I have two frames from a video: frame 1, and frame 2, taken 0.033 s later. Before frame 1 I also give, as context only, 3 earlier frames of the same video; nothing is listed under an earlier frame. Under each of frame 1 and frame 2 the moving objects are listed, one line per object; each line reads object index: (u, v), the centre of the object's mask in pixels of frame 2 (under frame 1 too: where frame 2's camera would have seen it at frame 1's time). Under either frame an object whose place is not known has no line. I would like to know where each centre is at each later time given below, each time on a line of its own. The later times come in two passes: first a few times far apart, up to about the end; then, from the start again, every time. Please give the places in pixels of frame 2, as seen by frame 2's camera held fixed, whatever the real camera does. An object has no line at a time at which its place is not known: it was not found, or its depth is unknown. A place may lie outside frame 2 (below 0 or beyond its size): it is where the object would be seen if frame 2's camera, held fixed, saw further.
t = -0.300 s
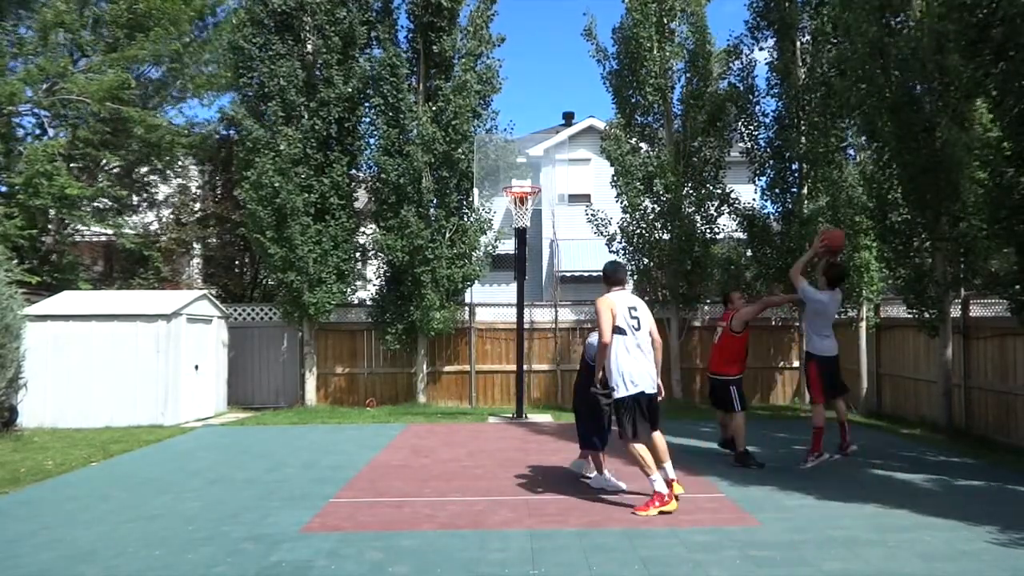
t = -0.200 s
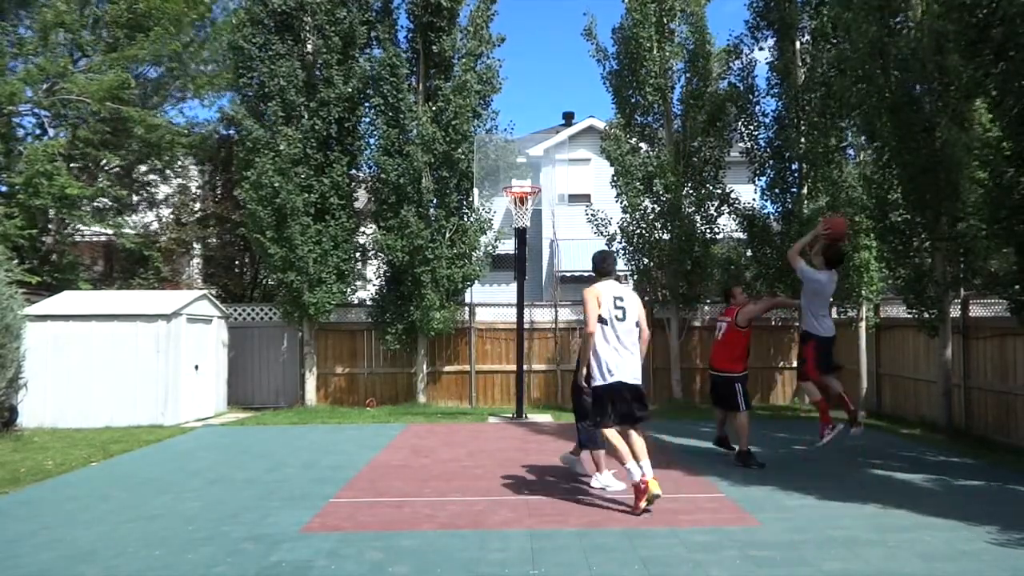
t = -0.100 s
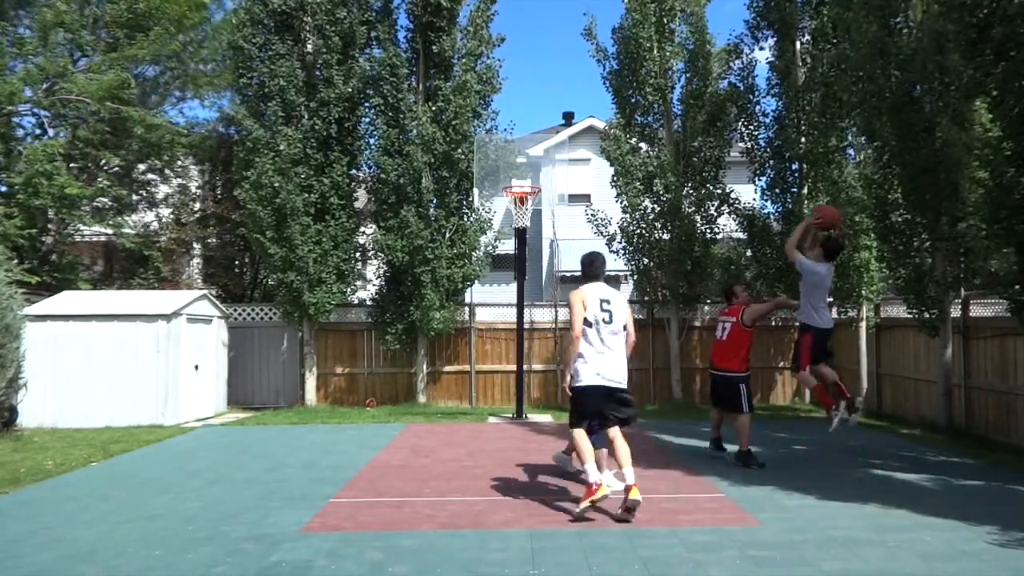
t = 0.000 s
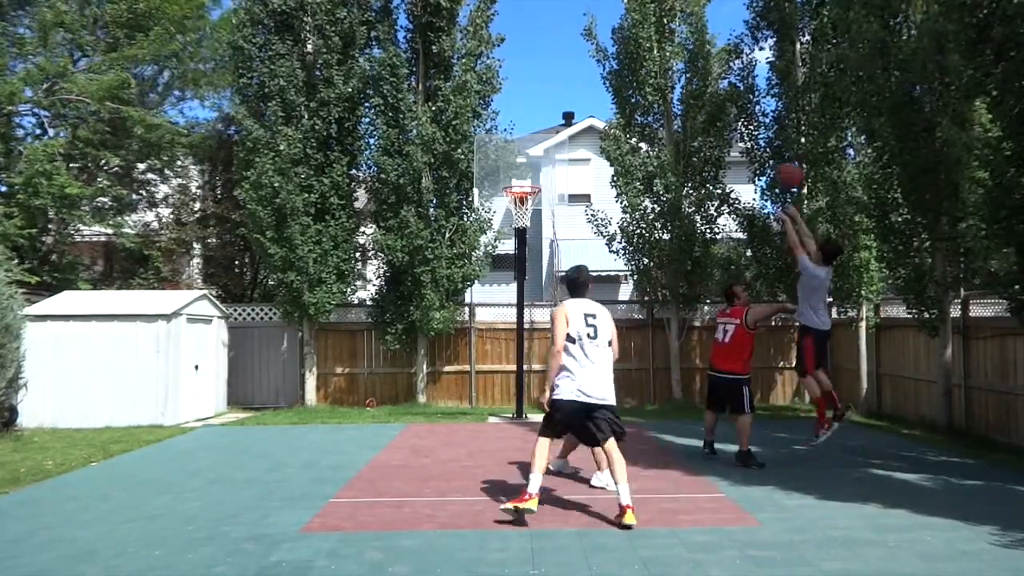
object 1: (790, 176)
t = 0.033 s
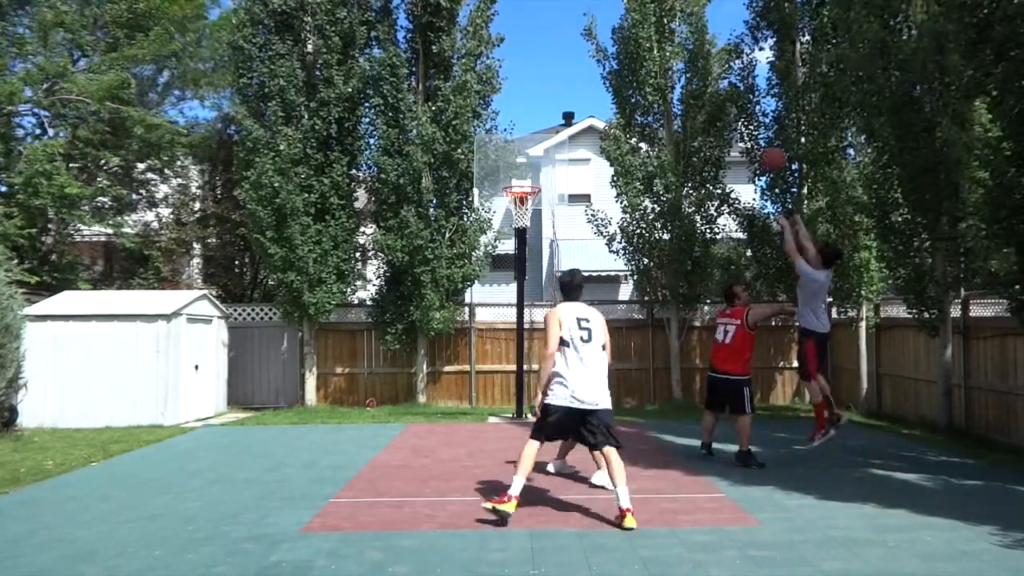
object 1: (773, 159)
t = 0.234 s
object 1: (691, 100)
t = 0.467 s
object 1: (611, 87)
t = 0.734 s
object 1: (535, 129)
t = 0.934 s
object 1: (488, 190)
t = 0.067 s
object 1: (758, 147)
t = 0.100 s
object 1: (743, 133)
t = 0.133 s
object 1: (730, 124)
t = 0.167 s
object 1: (717, 115)
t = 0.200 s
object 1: (704, 106)
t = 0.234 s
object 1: (691, 100)
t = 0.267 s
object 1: (679, 94)
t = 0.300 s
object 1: (666, 90)
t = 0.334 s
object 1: (654, 87)
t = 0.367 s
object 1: (643, 85)
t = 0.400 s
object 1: (632, 84)
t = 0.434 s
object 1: (622, 84)
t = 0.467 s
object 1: (611, 87)
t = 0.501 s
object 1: (600, 89)
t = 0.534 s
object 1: (590, 92)
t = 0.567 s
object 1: (580, 96)
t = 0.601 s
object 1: (571, 101)
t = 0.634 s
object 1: (562, 106)
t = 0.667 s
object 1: (553, 113)
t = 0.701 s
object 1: (544, 121)
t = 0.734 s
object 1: (535, 129)
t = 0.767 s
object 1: (527, 137)
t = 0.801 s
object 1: (519, 147)
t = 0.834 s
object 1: (510, 157)
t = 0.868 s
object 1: (503, 167)
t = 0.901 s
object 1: (496, 178)
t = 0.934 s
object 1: (488, 190)
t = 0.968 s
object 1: (481, 202)
